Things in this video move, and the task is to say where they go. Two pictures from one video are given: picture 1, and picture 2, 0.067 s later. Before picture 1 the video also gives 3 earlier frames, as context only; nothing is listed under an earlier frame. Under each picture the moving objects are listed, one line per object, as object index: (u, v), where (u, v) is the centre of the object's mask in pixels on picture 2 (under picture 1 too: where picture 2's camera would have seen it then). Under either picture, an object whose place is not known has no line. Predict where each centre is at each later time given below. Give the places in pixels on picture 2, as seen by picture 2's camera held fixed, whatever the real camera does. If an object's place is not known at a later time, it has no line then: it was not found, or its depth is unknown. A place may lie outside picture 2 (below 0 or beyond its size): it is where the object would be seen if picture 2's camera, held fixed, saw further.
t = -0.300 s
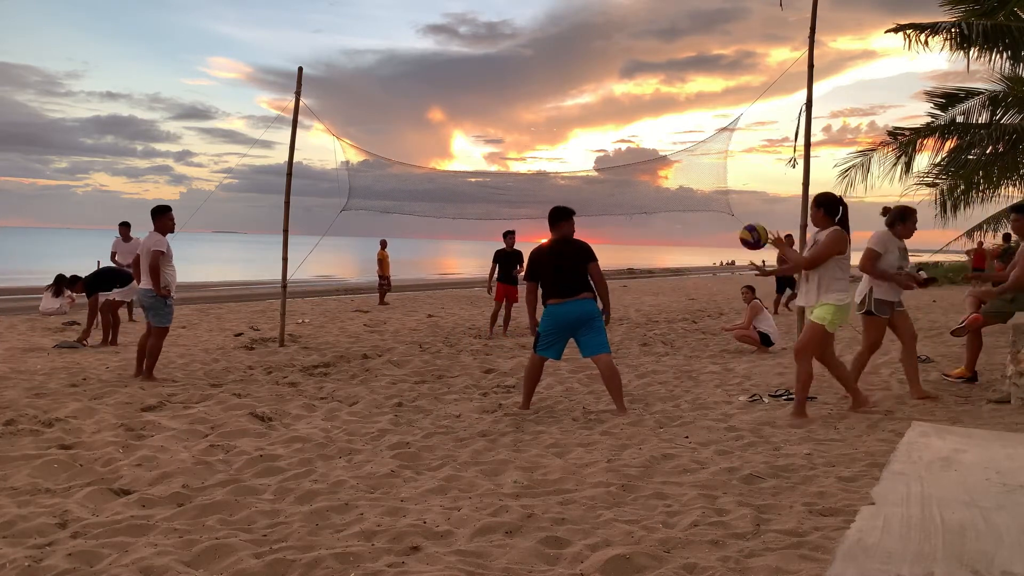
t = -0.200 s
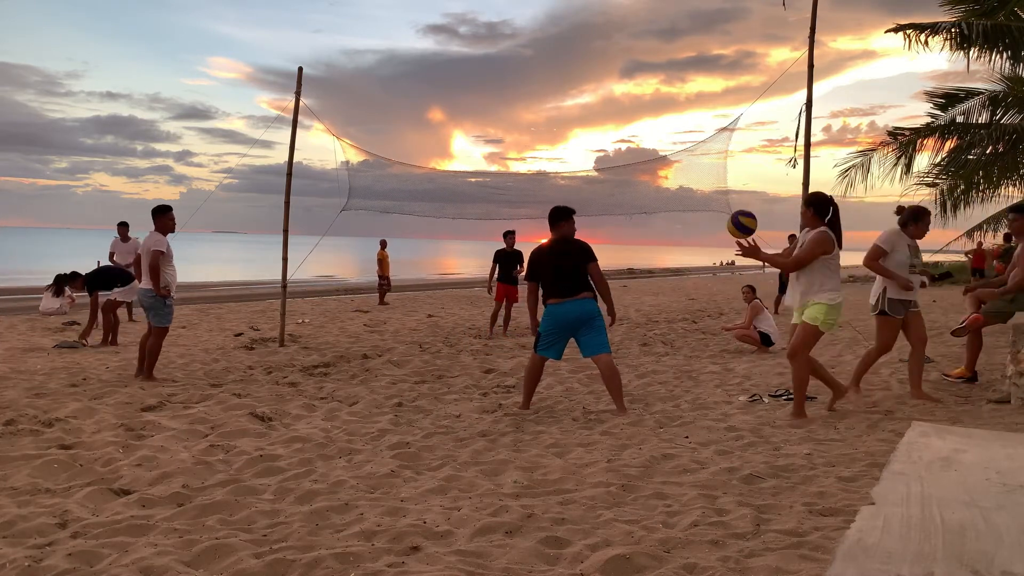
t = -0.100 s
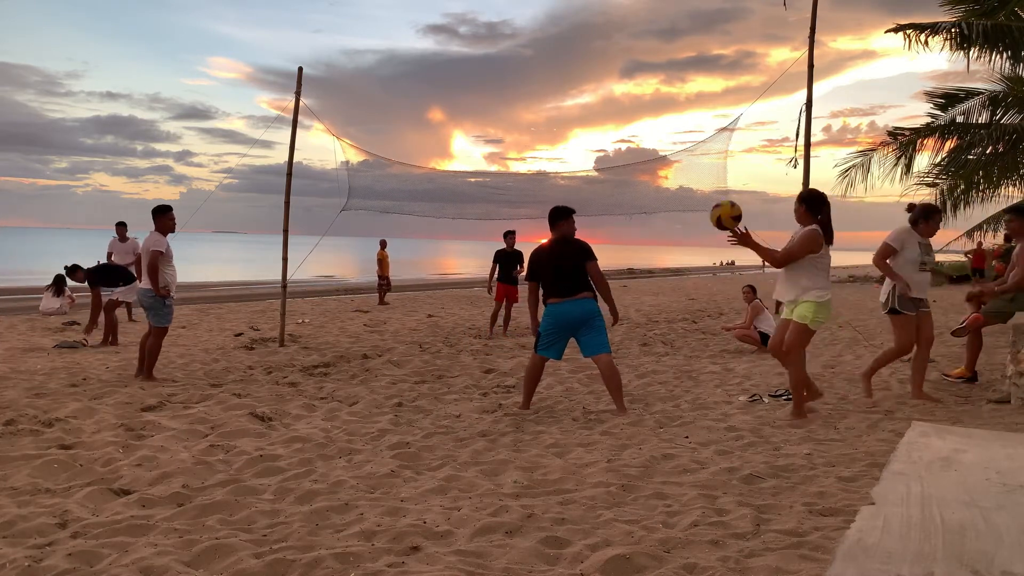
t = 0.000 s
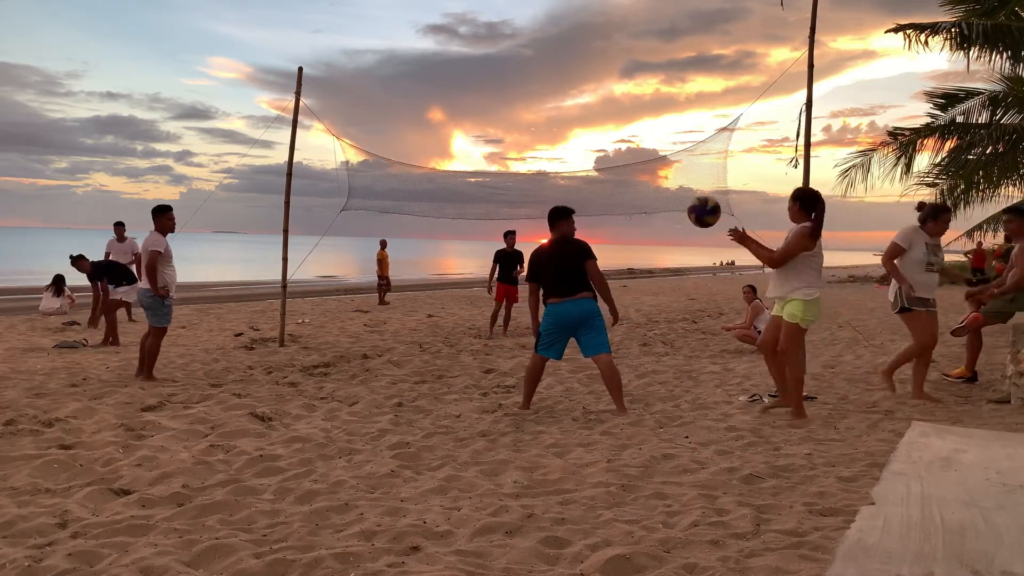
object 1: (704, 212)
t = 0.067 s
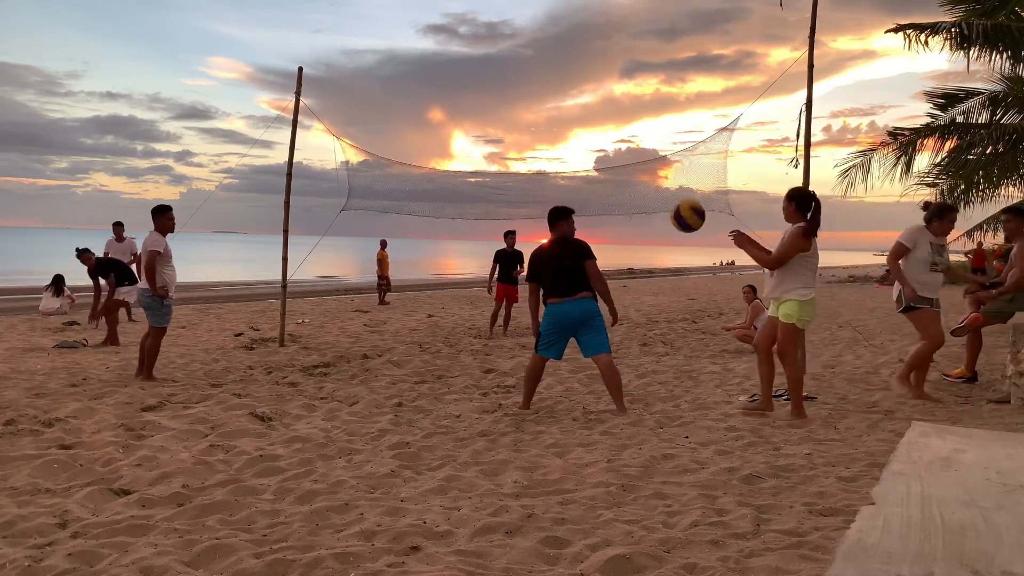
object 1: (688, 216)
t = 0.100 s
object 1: (679, 221)
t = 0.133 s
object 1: (670, 229)
